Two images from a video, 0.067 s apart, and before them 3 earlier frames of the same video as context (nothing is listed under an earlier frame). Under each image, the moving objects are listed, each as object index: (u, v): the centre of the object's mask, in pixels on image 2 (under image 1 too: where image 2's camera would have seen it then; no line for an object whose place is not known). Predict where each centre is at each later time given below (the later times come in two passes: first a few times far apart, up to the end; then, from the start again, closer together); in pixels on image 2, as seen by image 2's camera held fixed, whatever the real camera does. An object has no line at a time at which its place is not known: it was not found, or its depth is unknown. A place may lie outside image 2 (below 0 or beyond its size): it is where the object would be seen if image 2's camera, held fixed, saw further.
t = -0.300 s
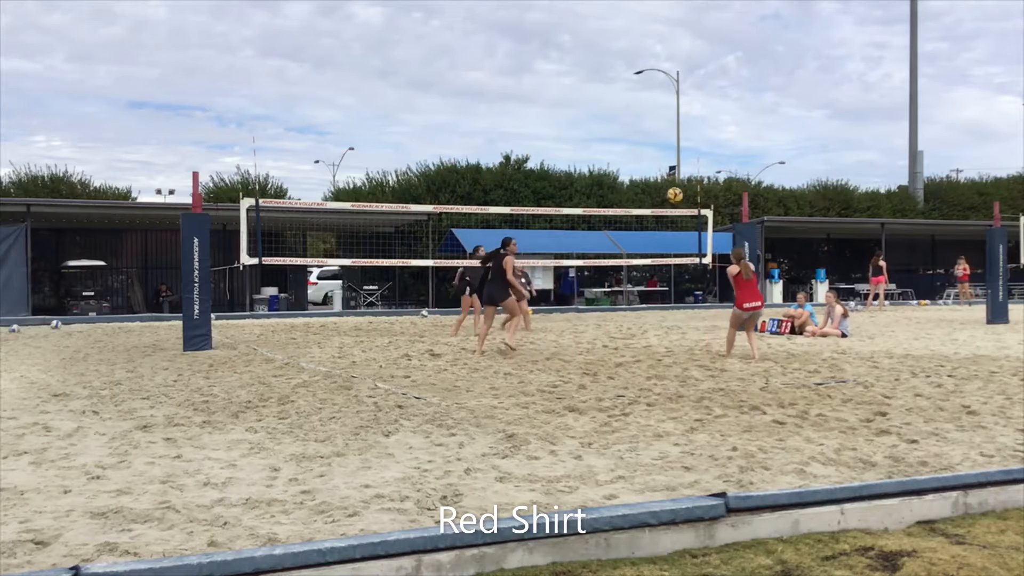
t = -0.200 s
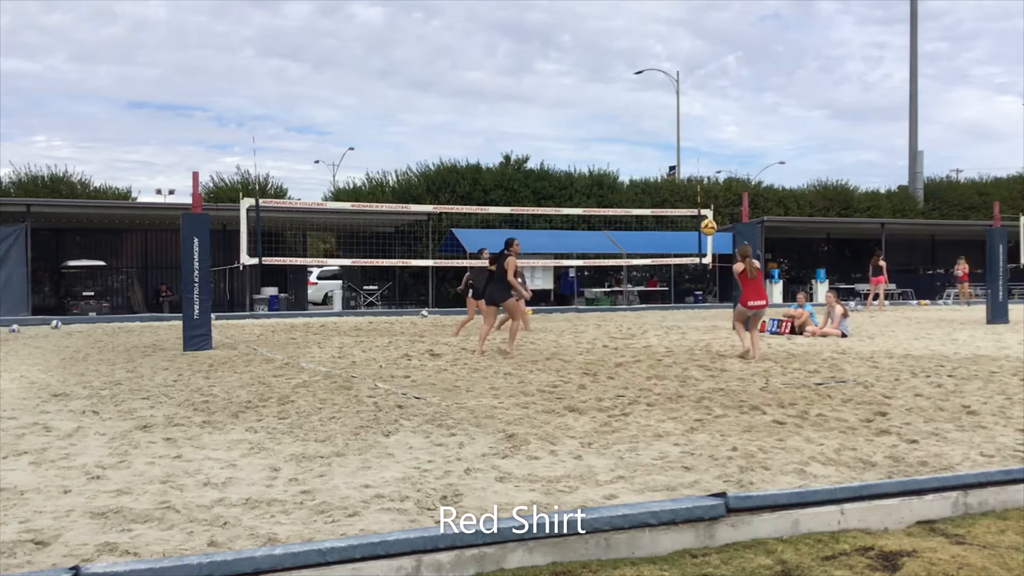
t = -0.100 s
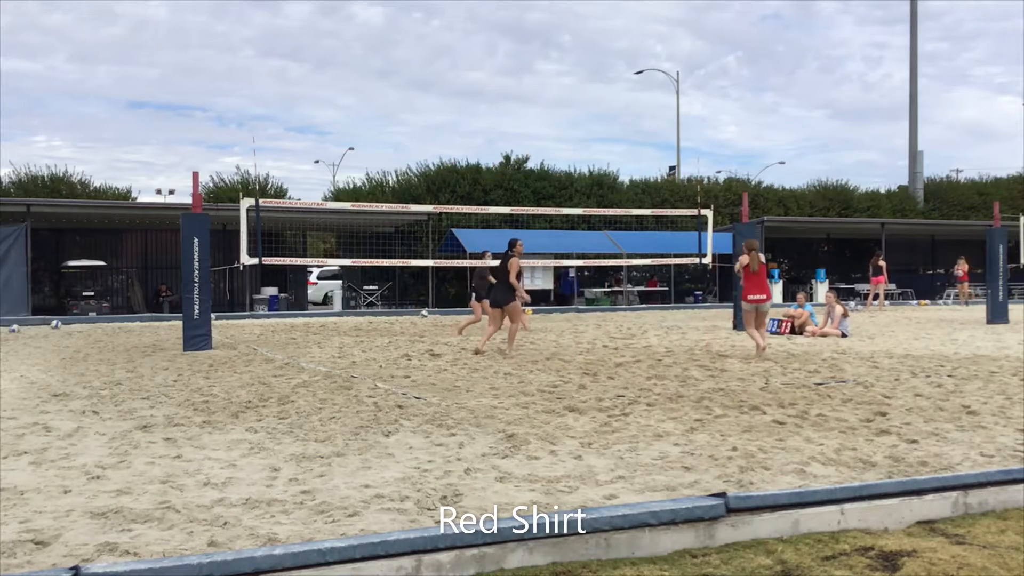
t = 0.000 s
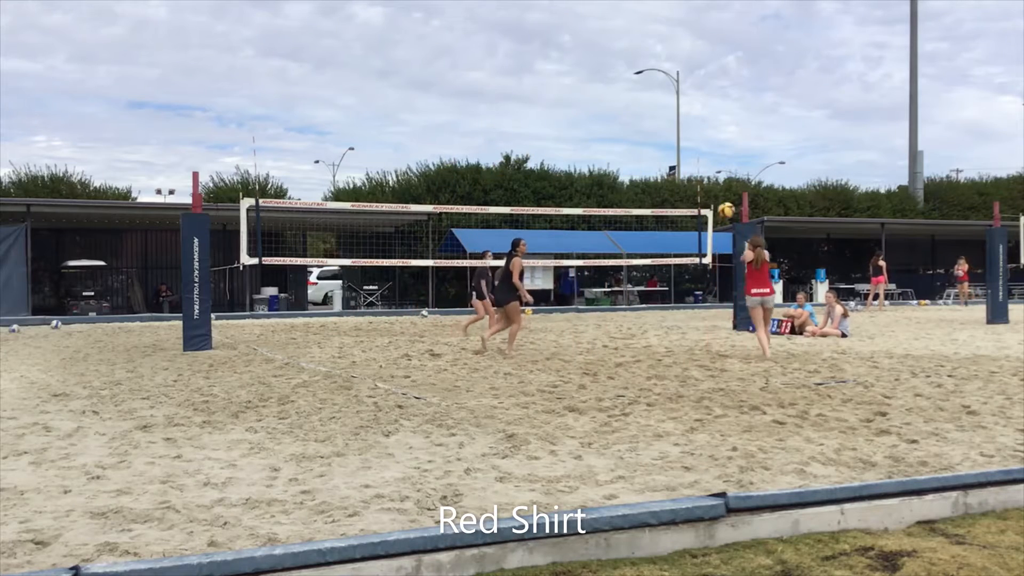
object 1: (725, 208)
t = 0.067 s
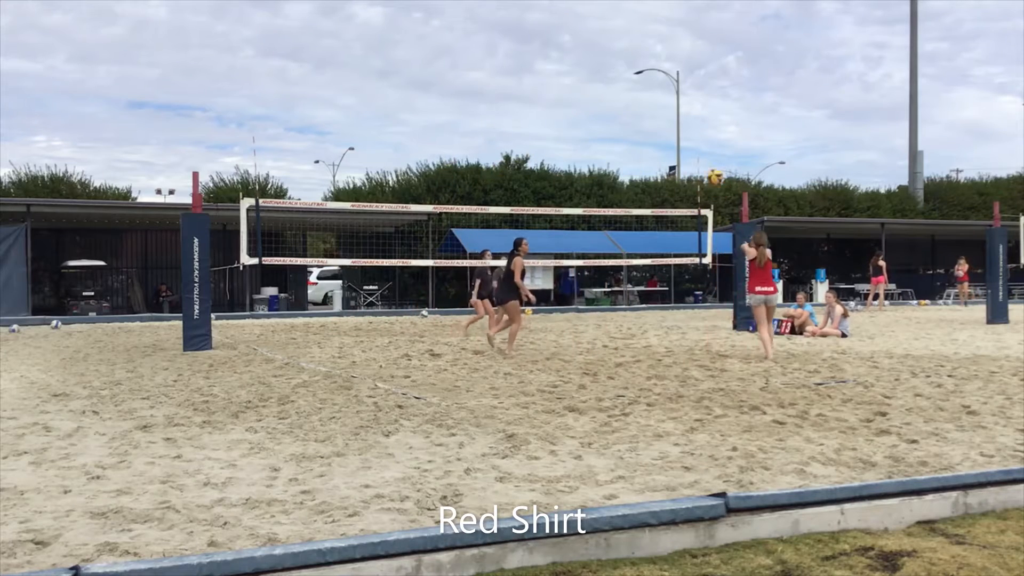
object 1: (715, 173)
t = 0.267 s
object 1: (681, 96)
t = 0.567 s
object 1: (637, 43)
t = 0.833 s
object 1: (601, 51)
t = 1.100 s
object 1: (570, 105)
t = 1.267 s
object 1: (552, 160)
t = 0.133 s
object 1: (703, 145)
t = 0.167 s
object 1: (699, 131)
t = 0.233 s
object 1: (687, 107)
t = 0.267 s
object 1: (681, 96)
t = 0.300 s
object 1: (677, 87)
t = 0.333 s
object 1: (672, 79)
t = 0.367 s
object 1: (667, 71)
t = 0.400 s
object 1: (662, 65)
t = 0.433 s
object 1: (657, 59)
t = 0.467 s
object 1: (651, 53)
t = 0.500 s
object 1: (646, 49)
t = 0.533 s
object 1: (641, 46)
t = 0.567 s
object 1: (637, 43)
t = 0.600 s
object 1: (632, 41)
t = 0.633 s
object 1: (628, 40)
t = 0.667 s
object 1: (623, 40)
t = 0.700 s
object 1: (618, 40)
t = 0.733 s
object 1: (614, 42)
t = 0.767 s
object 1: (609, 44)
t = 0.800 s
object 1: (605, 47)
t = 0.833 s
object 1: (601, 51)
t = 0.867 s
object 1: (597, 56)
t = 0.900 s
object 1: (593, 61)
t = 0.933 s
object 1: (590, 67)
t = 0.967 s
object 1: (586, 73)
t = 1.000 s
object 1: (582, 80)
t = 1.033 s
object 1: (578, 88)
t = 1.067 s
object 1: (574, 97)
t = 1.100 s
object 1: (570, 105)
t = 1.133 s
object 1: (566, 114)
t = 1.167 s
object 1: (563, 124)
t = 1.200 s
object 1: (559, 136)
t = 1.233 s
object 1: (556, 147)
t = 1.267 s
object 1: (552, 160)
